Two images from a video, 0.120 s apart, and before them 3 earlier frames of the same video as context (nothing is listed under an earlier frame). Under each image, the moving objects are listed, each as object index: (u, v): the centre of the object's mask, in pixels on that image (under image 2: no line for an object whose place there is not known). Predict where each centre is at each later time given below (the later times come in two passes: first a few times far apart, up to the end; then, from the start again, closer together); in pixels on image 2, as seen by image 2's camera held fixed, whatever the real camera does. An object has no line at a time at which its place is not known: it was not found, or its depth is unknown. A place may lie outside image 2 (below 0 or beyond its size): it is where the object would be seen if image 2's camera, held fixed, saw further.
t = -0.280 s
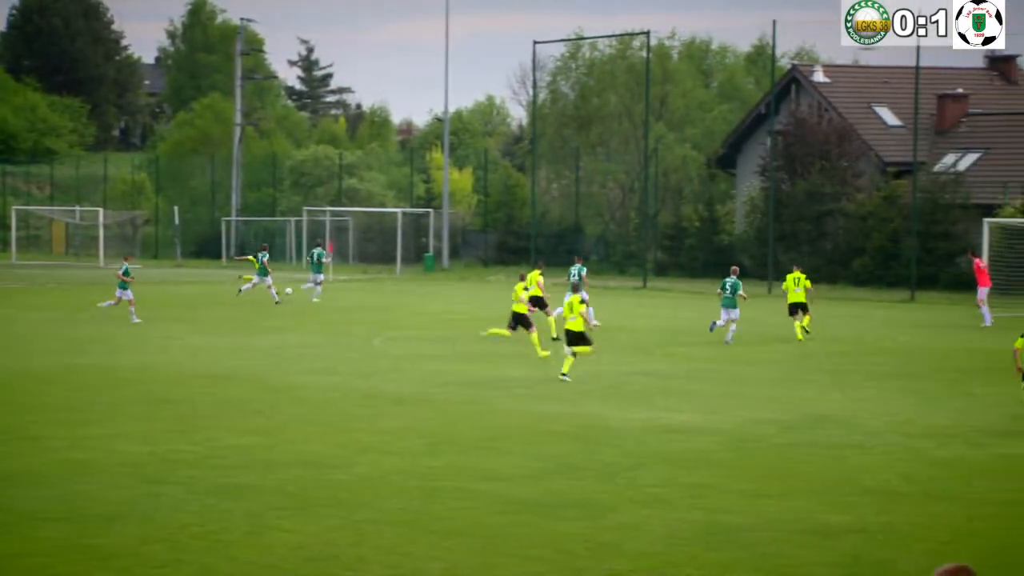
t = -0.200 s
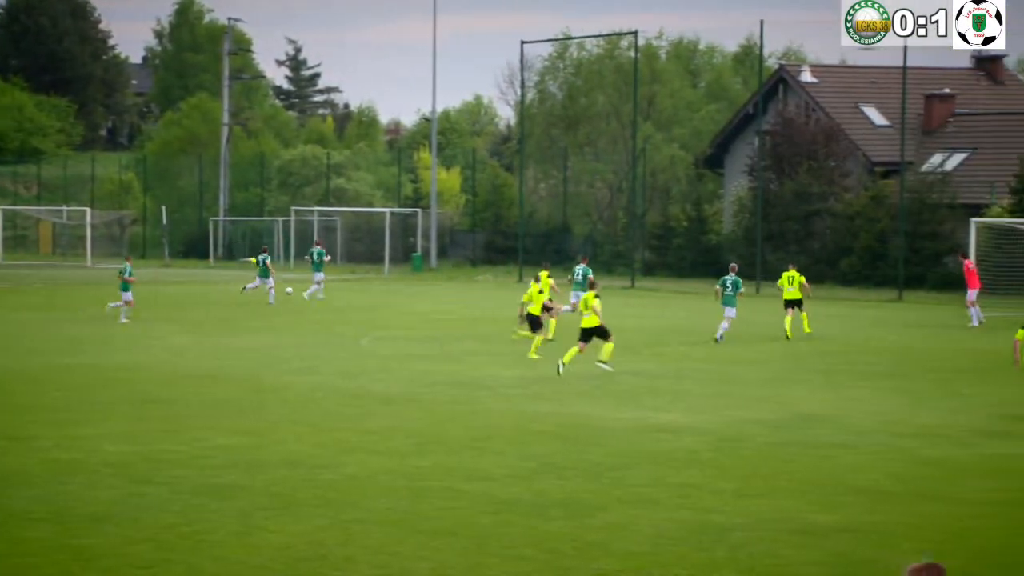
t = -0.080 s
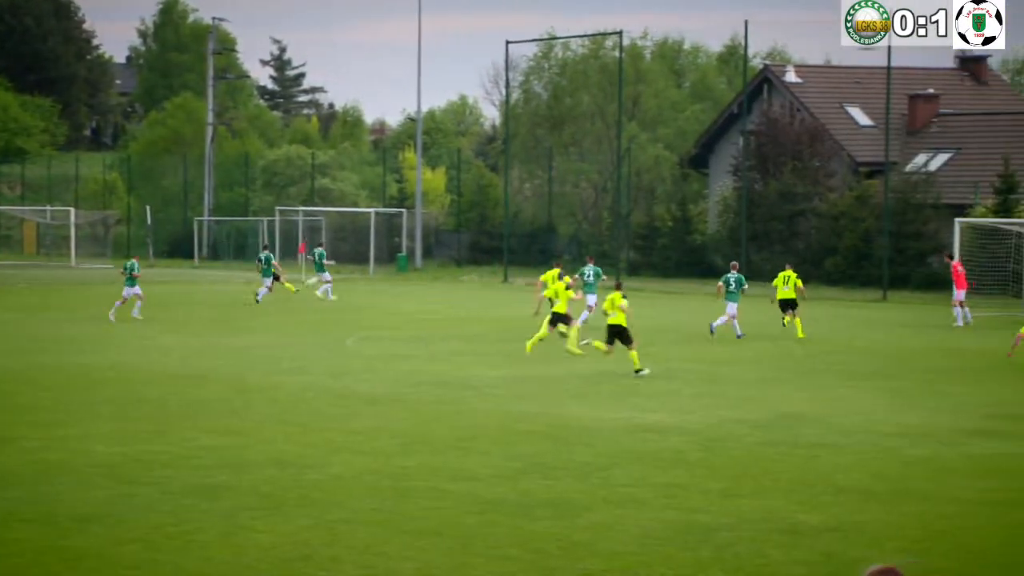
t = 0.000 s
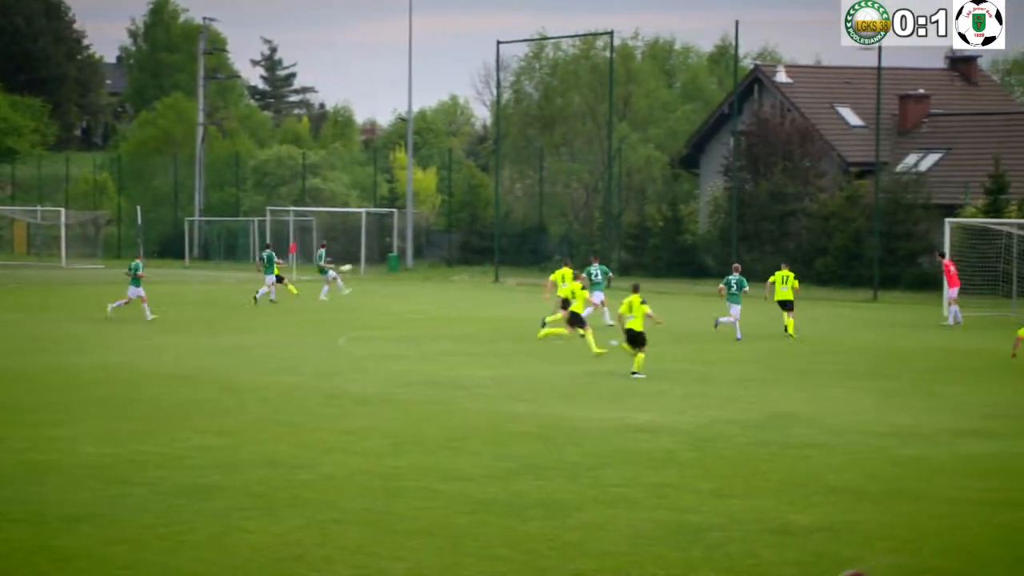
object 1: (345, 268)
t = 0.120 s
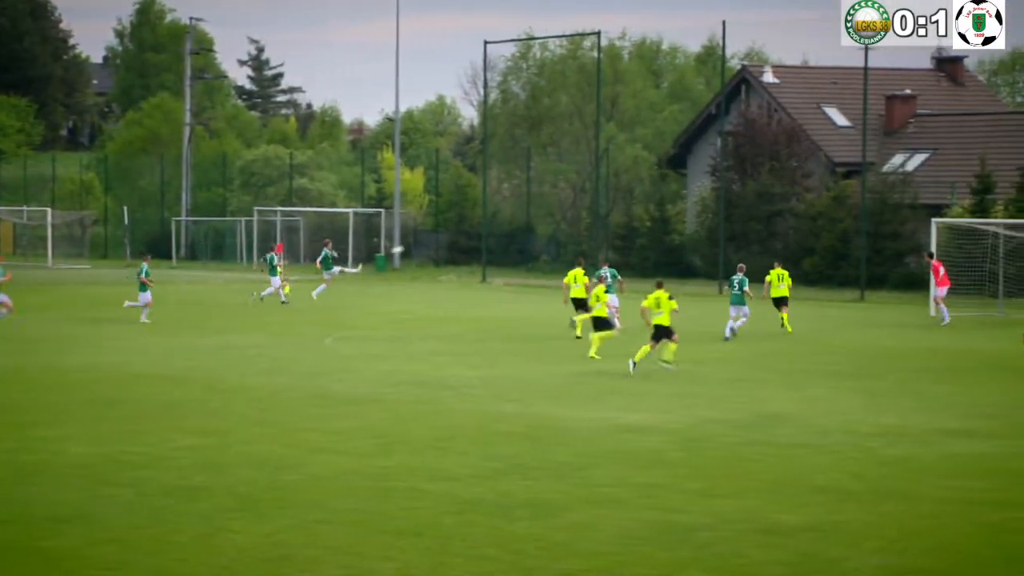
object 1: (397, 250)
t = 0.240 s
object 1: (460, 233)
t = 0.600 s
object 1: (645, 196)
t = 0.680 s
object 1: (687, 190)
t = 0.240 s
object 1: (460, 233)
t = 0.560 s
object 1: (624, 199)
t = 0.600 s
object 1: (645, 196)
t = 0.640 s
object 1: (666, 193)
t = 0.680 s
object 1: (687, 190)
